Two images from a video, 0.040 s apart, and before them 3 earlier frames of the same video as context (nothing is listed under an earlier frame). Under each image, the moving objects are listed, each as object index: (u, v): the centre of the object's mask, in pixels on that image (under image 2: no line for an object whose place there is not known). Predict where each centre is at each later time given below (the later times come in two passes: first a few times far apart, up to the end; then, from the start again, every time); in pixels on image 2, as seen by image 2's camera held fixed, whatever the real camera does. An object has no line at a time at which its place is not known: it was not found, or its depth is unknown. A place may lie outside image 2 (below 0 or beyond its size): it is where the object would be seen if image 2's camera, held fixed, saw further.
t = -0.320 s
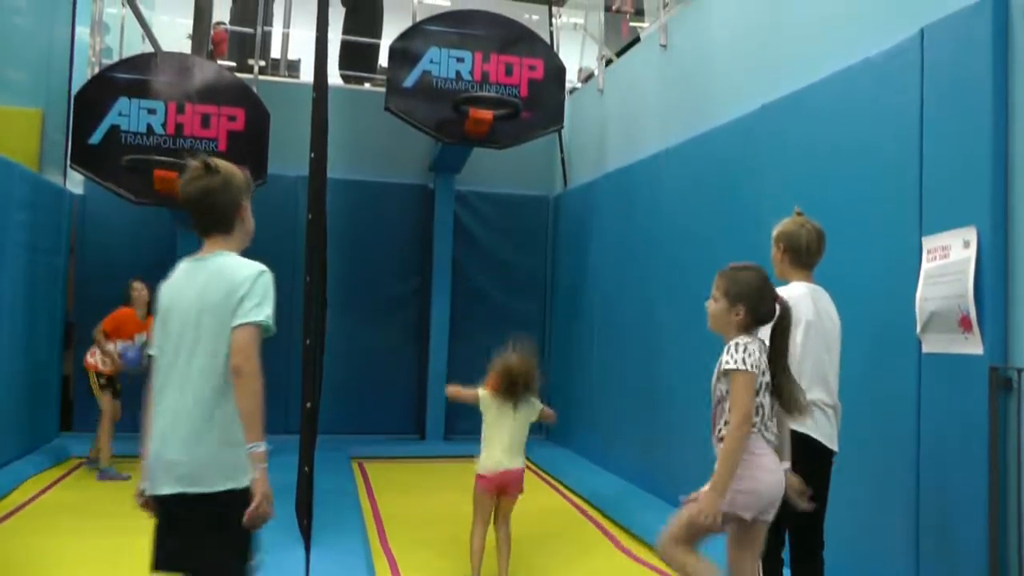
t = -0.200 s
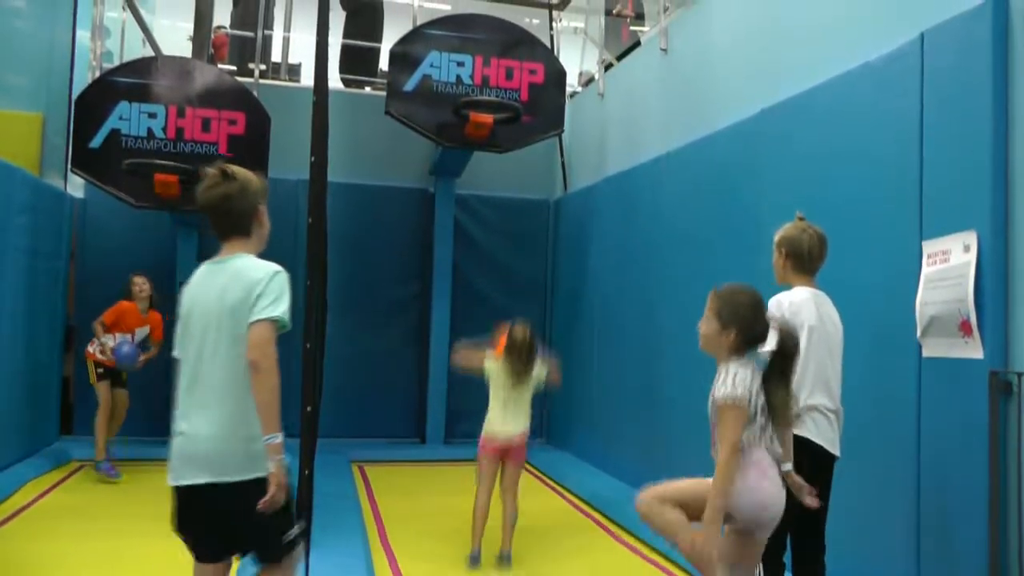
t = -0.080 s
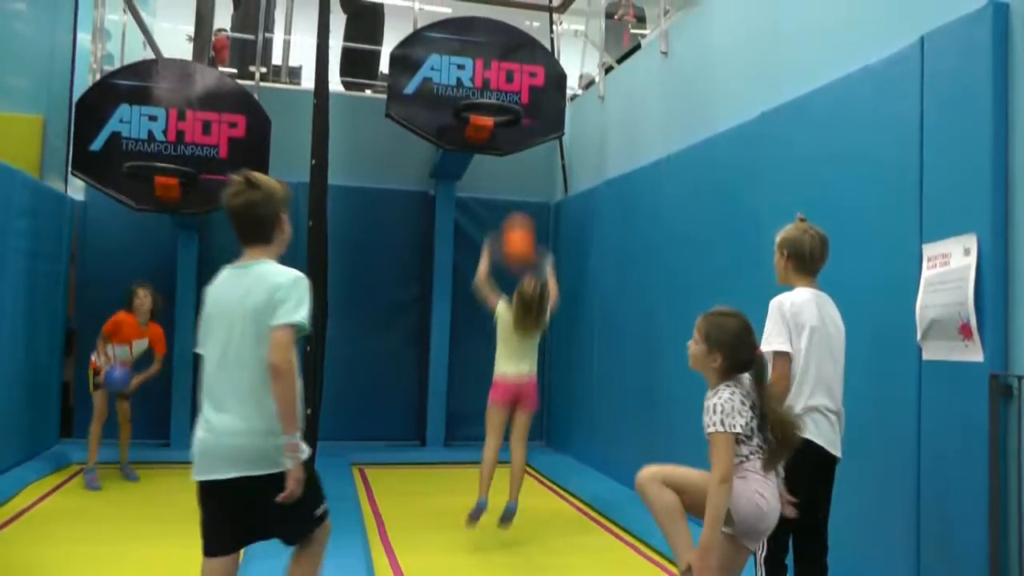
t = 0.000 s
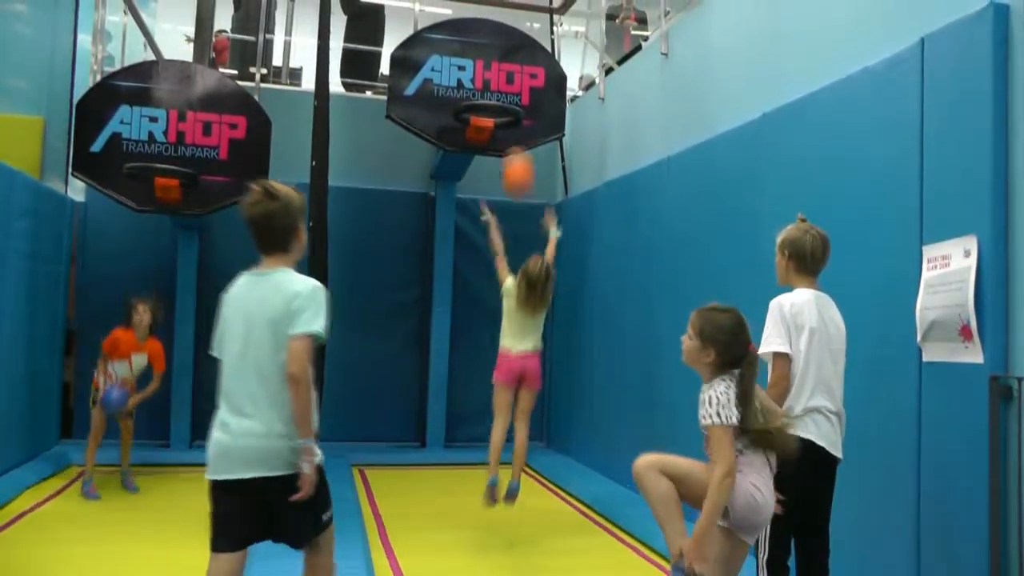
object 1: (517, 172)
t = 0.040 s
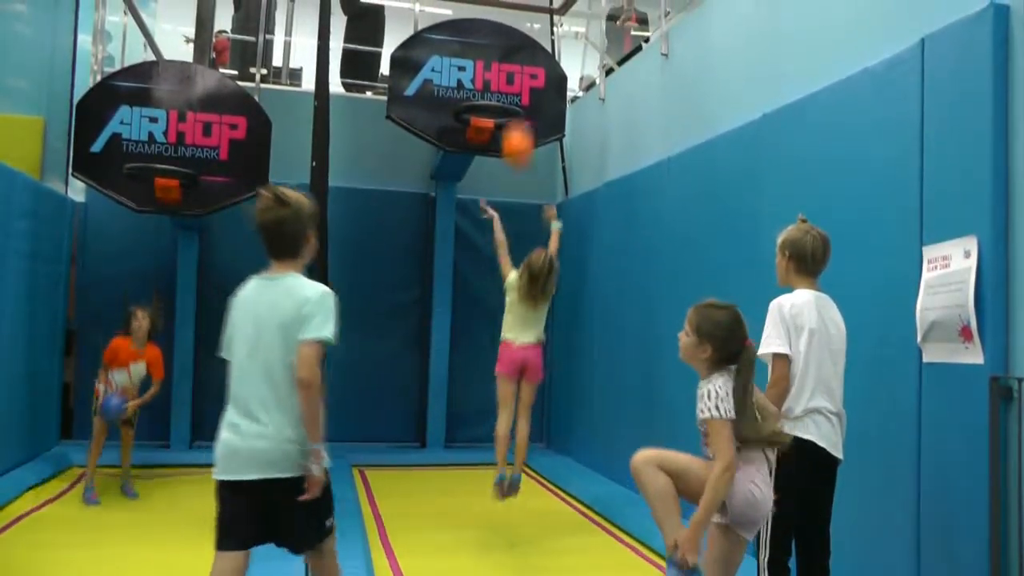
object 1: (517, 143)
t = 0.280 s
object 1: (510, 37)
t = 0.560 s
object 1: (499, 24)
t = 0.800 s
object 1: (489, 84)
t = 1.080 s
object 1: (500, 88)
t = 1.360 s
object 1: (508, 85)
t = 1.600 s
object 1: (506, 88)
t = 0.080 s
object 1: (517, 120)
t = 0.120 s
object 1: (516, 97)
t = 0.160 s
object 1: (514, 75)
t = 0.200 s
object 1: (513, 59)
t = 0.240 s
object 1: (512, 46)
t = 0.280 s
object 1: (510, 37)
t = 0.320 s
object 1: (509, 29)
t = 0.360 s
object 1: (507, 23)
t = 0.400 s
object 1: (506, 19)
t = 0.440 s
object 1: (505, 18)
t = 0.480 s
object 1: (503, 18)
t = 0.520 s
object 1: (502, 19)
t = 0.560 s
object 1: (499, 24)
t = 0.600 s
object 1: (498, 29)
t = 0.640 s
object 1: (497, 36)
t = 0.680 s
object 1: (495, 45)
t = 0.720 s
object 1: (492, 56)
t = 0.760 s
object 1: (490, 68)
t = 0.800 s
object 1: (489, 84)
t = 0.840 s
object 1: (486, 95)
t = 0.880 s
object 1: (489, 99)
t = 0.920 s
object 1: (491, 95)
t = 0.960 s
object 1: (493, 92)
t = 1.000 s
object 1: (496, 90)
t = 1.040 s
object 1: (498, 88)
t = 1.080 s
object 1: (500, 88)
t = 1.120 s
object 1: (503, 89)
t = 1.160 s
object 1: (507, 93)
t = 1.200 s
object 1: (509, 95)
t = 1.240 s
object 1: (509, 91)
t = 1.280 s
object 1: (509, 87)
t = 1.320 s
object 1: (508, 85)
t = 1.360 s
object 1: (508, 85)
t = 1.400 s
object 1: (507, 85)
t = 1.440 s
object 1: (505, 88)
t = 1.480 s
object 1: (505, 90)
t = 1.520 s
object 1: (505, 89)
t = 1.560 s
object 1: (506, 88)
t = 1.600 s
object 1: (506, 88)
